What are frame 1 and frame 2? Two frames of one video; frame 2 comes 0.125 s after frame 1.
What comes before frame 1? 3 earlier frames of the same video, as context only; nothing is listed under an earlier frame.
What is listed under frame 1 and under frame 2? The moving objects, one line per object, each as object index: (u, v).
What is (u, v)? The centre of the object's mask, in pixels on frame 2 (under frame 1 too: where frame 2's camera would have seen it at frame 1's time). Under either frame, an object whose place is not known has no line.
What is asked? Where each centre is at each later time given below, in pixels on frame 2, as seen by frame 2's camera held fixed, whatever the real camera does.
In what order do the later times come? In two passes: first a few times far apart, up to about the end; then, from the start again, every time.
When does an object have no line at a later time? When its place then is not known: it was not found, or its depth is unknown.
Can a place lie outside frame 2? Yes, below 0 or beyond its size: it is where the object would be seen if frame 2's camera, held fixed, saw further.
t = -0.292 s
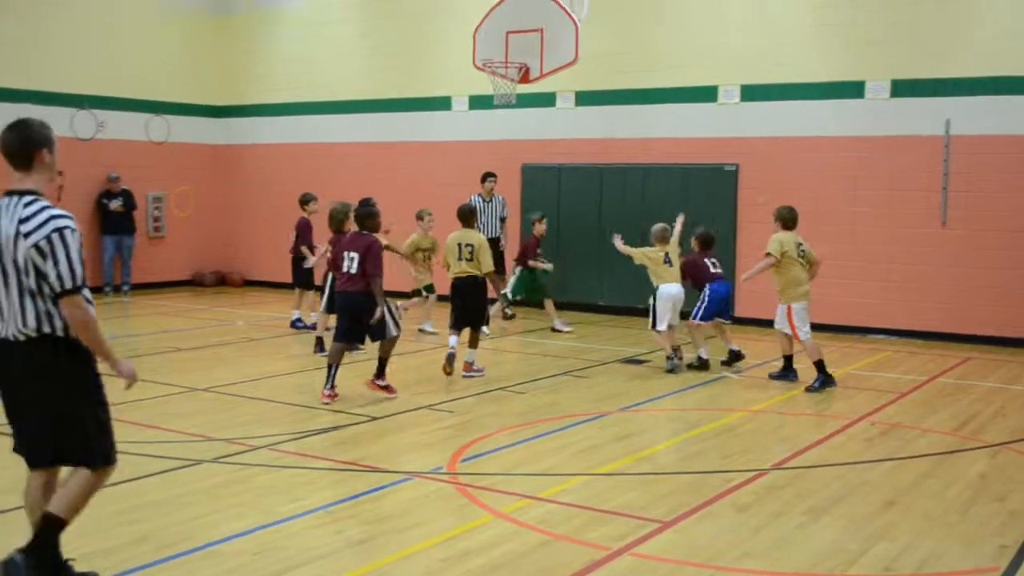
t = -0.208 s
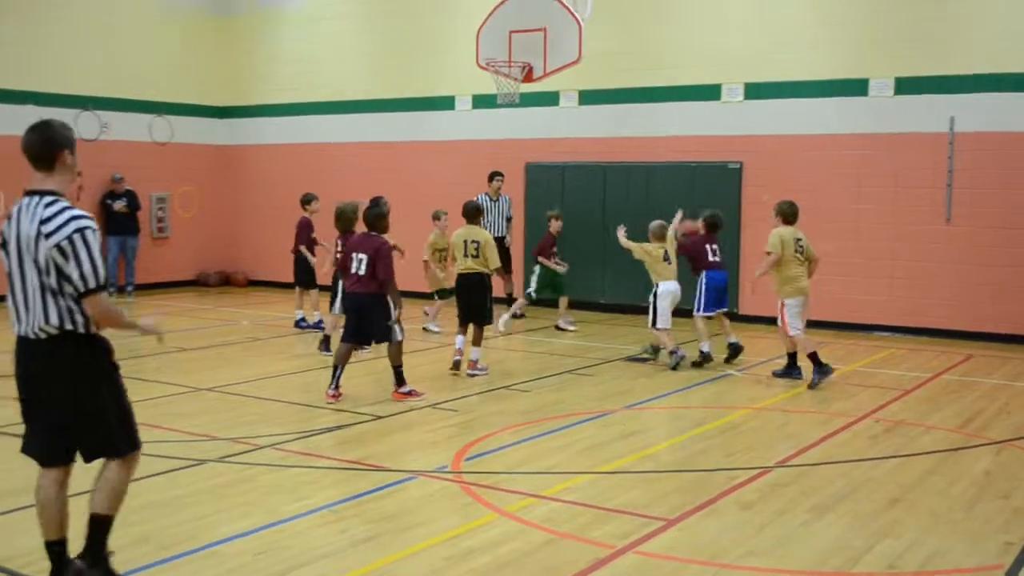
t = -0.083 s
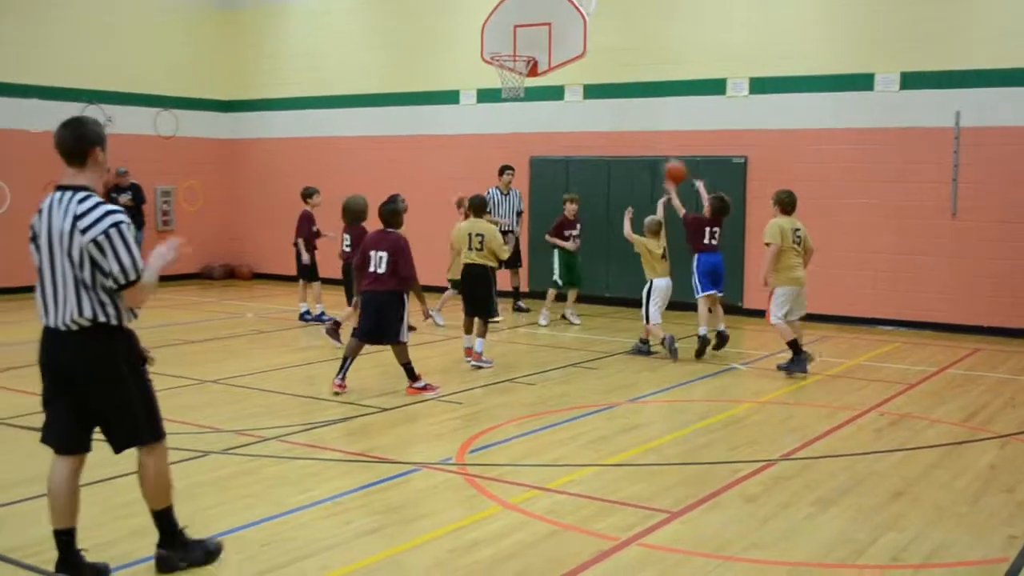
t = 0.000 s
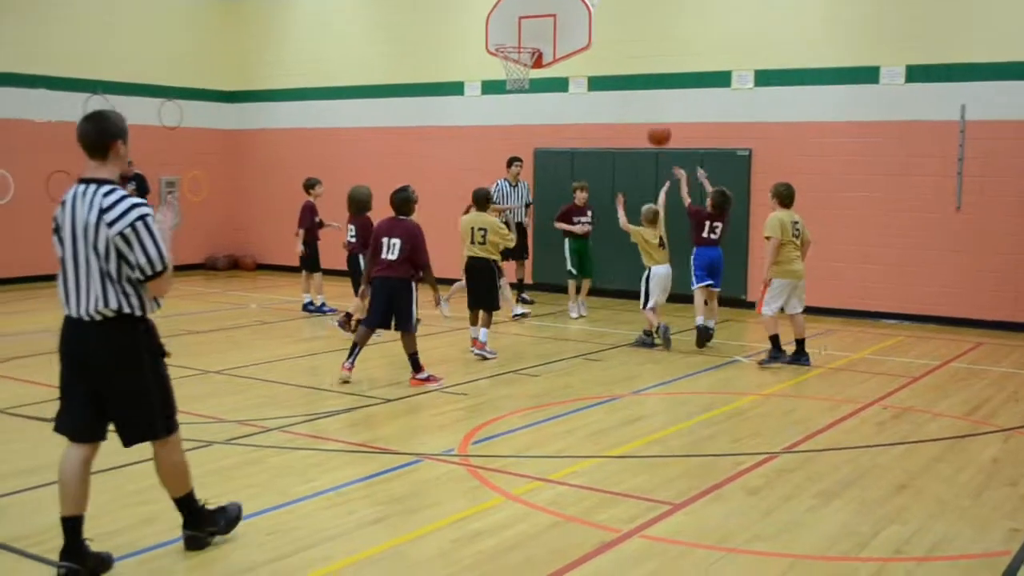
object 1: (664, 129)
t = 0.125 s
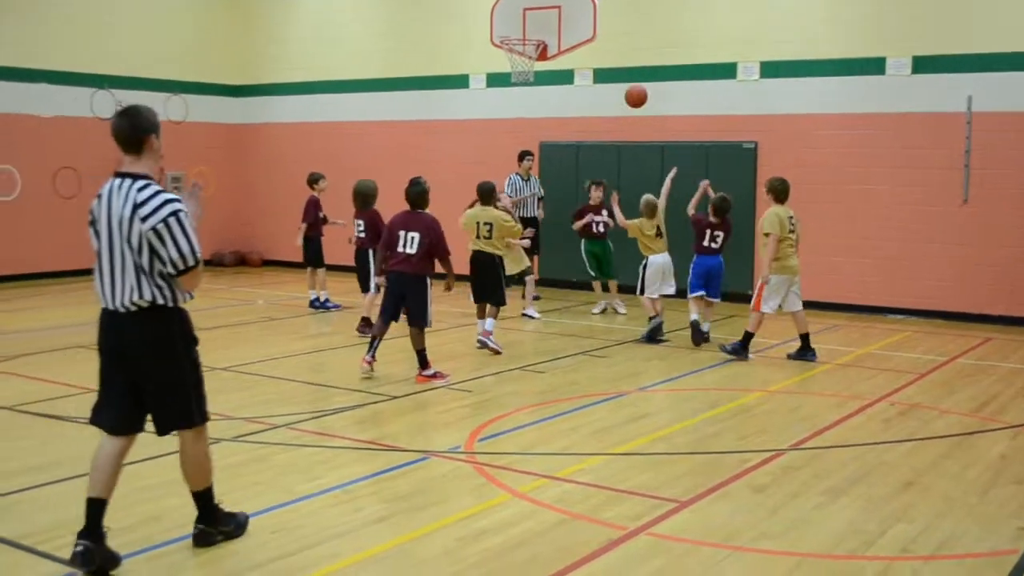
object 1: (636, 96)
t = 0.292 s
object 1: (600, 80)
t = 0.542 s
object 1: (551, 108)
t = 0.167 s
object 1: (627, 89)
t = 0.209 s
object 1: (618, 84)
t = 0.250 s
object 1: (609, 81)
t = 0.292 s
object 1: (600, 80)
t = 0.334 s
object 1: (592, 81)
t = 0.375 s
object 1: (583, 84)
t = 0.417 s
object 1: (575, 87)
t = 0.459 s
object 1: (567, 92)
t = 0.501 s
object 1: (559, 99)
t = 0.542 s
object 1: (551, 108)
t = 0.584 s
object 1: (543, 117)
